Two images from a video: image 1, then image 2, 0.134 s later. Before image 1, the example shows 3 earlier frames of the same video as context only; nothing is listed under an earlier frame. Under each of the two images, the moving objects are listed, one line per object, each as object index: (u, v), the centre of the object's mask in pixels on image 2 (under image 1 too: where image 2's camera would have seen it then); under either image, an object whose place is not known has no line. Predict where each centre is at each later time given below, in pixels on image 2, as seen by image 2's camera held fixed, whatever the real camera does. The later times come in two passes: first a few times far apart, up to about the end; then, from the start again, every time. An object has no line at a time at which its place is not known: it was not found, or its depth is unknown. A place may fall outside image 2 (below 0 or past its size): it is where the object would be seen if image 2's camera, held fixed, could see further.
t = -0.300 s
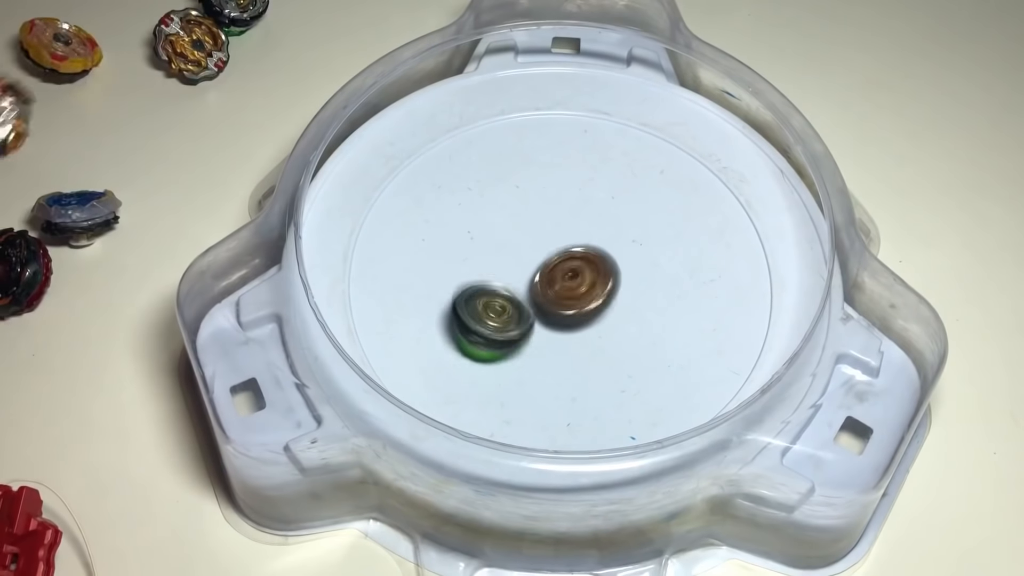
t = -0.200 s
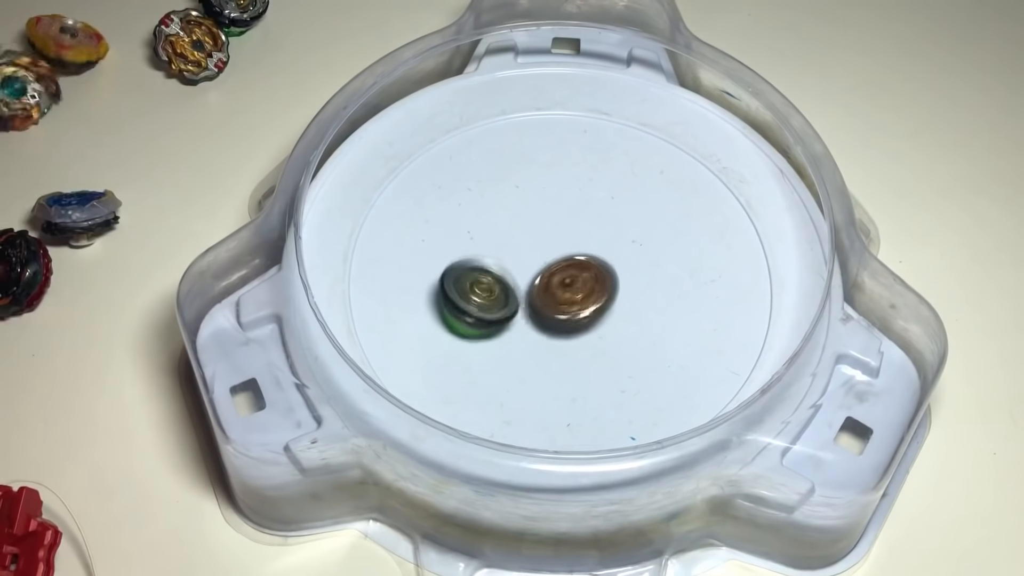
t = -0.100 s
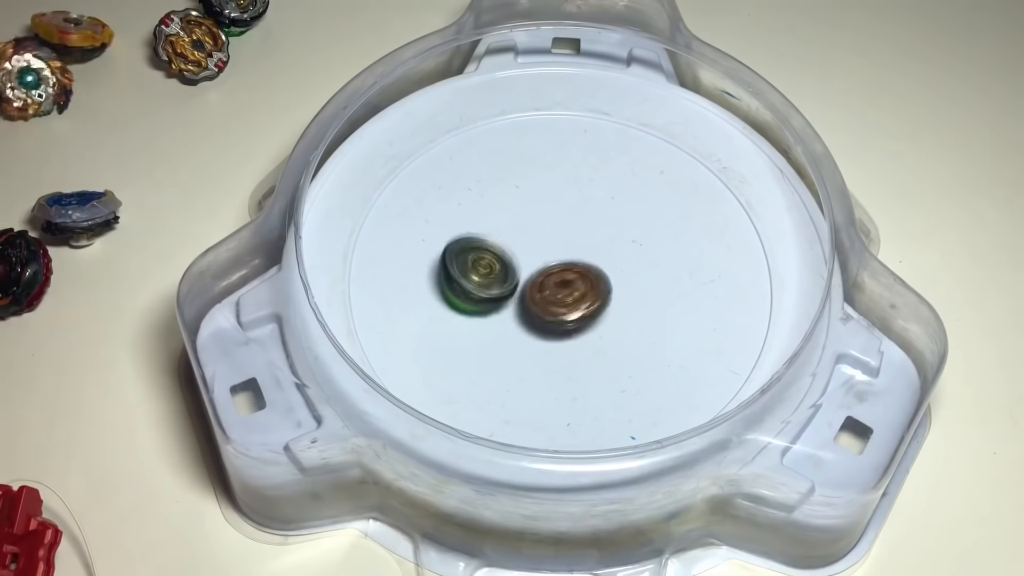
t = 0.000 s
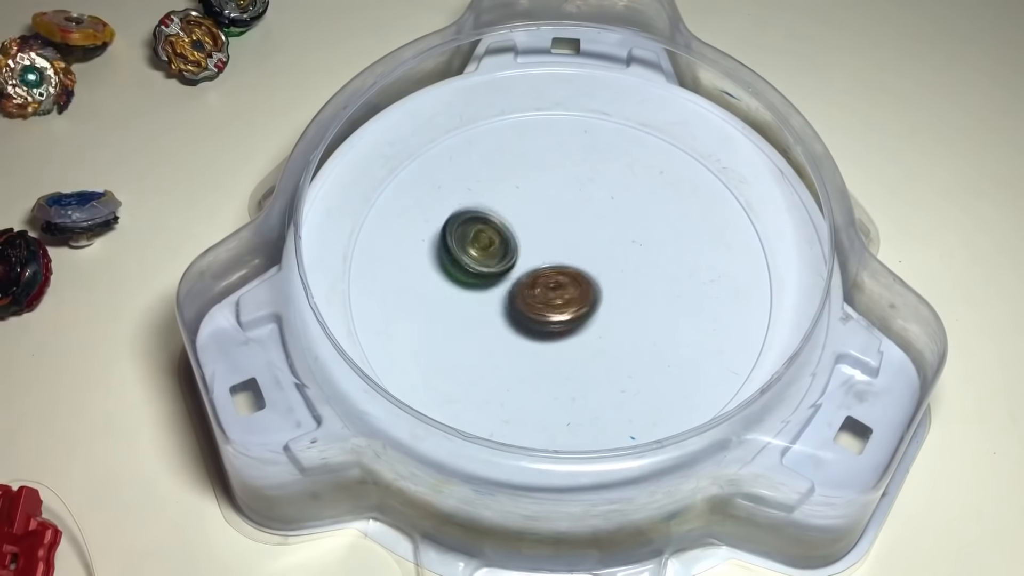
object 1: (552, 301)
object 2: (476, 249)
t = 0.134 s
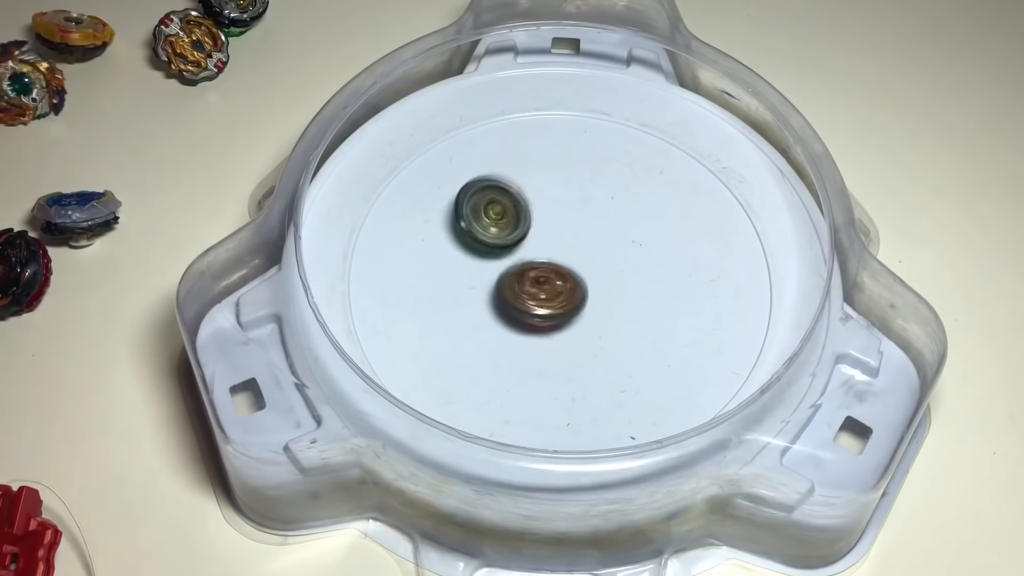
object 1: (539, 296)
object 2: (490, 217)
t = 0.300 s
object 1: (531, 282)
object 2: (529, 194)
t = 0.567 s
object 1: (526, 275)
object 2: (606, 196)
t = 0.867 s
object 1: (548, 281)
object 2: (666, 278)
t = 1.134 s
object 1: (562, 288)
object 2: (686, 354)
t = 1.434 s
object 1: (563, 287)
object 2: (566, 363)
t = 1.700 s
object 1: (569, 274)
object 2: (457, 309)
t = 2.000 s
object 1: (567, 274)
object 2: (466, 223)
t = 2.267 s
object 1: (565, 279)
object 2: (562, 195)
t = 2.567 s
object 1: (560, 280)
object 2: (660, 232)
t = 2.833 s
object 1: (560, 280)
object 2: (660, 324)
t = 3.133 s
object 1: (563, 278)
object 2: (552, 371)
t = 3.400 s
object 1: (564, 282)
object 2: (468, 312)
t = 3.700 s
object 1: (562, 283)
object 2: (489, 217)
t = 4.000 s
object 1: (562, 282)
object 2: (598, 201)
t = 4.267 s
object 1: (565, 281)
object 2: (666, 264)
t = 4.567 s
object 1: (567, 282)
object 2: (617, 351)
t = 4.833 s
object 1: (564, 283)
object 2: (497, 343)
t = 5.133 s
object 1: (563, 280)
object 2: (465, 258)
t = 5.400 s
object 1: (573, 286)
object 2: (538, 203)
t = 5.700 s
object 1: (567, 283)
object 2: (642, 235)
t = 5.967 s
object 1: (563, 280)
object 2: (652, 325)
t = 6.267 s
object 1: (565, 279)
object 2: (531, 354)
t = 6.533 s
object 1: (565, 280)
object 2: (464, 278)
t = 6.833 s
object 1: (565, 284)
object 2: (524, 210)
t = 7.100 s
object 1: (563, 288)
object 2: (611, 197)
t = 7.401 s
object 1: (558, 283)
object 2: (652, 270)
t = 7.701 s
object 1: (555, 282)
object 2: (677, 326)
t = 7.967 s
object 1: (550, 275)
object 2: (602, 341)
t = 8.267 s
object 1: (548, 272)
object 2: (603, 344)
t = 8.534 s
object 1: (548, 275)
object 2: (593, 340)
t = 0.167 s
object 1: (537, 294)
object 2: (496, 211)
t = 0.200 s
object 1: (536, 291)
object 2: (503, 206)
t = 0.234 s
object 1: (534, 288)
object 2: (512, 200)
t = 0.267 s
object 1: (532, 285)
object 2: (520, 197)
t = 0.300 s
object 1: (531, 282)
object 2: (529, 194)
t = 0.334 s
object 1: (530, 279)
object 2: (538, 193)
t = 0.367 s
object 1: (530, 276)
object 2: (545, 196)
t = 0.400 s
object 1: (530, 272)
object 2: (554, 197)
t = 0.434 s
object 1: (529, 271)
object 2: (565, 197)
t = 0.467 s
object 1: (525, 273)
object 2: (579, 192)
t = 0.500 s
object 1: (524, 274)
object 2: (589, 192)
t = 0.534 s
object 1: (524, 274)
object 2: (598, 194)
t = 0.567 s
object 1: (526, 275)
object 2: (606, 196)
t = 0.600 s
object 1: (527, 276)
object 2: (612, 202)
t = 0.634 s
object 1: (531, 278)
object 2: (617, 209)
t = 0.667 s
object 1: (534, 279)
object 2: (622, 217)
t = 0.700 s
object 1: (538, 279)
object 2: (626, 226)
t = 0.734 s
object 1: (542, 279)
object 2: (630, 236)
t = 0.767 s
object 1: (547, 280)
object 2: (634, 247)
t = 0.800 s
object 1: (551, 280)
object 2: (639, 258)
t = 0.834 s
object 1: (549, 281)
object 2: (654, 267)
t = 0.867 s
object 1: (548, 281)
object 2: (666, 278)
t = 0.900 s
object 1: (549, 282)
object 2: (679, 290)
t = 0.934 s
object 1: (550, 283)
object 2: (687, 300)
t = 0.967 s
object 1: (551, 283)
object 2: (694, 312)
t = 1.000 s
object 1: (553, 284)
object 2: (698, 322)
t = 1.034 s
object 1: (555, 285)
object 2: (699, 331)
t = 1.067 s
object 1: (558, 286)
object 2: (697, 340)
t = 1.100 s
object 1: (560, 287)
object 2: (692, 348)
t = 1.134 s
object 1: (562, 288)
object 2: (686, 354)
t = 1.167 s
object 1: (563, 289)
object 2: (677, 358)
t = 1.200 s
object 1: (564, 290)
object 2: (666, 362)
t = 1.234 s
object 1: (564, 290)
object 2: (656, 366)
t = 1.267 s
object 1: (564, 290)
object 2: (642, 368)
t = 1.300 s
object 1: (564, 290)
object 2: (630, 368)
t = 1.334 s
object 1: (564, 289)
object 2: (614, 368)
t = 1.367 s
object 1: (563, 289)
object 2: (598, 367)
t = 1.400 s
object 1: (563, 288)
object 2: (582, 366)
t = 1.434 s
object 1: (563, 287)
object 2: (566, 363)
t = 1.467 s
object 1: (564, 285)
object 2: (549, 359)
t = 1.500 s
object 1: (565, 283)
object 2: (532, 356)
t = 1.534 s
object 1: (567, 279)
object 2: (517, 352)
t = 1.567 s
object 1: (568, 277)
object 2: (503, 346)
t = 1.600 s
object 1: (568, 275)
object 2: (488, 338)
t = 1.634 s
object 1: (568, 274)
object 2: (476, 331)
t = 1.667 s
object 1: (569, 274)
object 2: (465, 320)
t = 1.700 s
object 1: (569, 274)
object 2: (457, 309)
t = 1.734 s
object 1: (569, 273)
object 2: (451, 298)
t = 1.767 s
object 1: (569, 274)
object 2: (446, 288)
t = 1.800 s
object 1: (569, 274)
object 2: (444, 278)
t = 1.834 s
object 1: (569, 274)
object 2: (445, 266)
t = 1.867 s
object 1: (569, 274)
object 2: (445, 258)
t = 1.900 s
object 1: (568, 274)
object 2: (448, 248)
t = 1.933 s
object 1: (568, 274)
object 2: (453, 239)
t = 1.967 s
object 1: (567, 274)
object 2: (459, 231)
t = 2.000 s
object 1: (567, 274)
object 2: (466, 223)
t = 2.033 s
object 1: (567, 275)
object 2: (476, 217)
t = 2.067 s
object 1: (567, 275)
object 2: (485, 212)
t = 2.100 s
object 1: (566, 276)
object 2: (496, 205)
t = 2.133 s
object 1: (566, 276)
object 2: (509, 202)
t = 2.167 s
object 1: (566, 277)
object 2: (522, 200)
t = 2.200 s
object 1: (565, 278)
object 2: (535, 196)
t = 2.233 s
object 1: (565, 279)
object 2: (549, 196)
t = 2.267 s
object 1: (565, 279)
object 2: (562, 195)
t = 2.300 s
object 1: (564, 279)
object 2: (576, 195)
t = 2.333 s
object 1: (564, 279)
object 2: (589, 197)
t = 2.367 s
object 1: (563, 280)
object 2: (602, 199)
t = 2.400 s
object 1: (562, 280)
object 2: (614, 202)
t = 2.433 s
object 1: (562, 280)
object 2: (625, 206)
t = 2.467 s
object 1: (561, 280)
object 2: (636, 211)
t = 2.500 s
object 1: (561, 280)
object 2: (645, 218)
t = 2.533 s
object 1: (561, 280)
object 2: (652, 225)
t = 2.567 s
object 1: (560, 280)
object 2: (660, 232)
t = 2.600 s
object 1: (560, 280)
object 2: (665, 242)
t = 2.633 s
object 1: (560, 280)
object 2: (668, 254)
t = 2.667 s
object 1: (560, 280)
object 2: (671, 263)
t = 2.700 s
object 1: (560, 280)
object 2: (672, 275)
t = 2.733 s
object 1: (560, 280)
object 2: (671, 290)
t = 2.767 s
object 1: (560, 280)
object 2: (669, 300)
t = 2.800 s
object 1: (560, 280)
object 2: (665, 312)
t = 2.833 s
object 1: (560, 280)
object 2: (660, 324)
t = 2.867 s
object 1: (561, 279)
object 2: (651, 334)
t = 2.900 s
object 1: (561, 279)
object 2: (642, 344)
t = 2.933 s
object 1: (561, 279)
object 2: (632, 351)
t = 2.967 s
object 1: (562, 279)
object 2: (620, 358)
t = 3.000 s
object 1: (562, 278)
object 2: (607, 364)
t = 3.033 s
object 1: (561, 279)
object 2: (594, 368)
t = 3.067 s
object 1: (562, 278)
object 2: (581, 371)
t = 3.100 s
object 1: (562, 278)
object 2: (566, 372)
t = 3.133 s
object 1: (563, 278)
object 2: (552, 371)
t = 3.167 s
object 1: (563, 279)
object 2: (539, 370)
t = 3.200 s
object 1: (563, 279)
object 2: (527, 365)
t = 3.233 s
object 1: (563, 279)
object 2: (513, 359)
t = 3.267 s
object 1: (564, 280)
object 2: (499, 352)
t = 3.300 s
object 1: (564, 280)
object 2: (488, 343)
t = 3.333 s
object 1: (564, 281)
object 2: (480, 333)
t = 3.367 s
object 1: (564, 281)
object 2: (474, 323)
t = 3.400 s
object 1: (564, 282)
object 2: (468, 312)
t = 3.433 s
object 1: (564, 282)
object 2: (463, 299)
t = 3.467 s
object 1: (564, 283)
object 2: (461, 288)
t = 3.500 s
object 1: (564, 283)
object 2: (461, 277)
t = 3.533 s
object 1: (563, 283)
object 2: (462, 265)
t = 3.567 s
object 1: (563, 283)
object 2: (464, 253)
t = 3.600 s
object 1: (563, 284)
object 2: (469, 243)
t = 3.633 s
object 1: (562, 283)
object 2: (475, 233)
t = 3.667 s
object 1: (562, 283)
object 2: (481, 225)
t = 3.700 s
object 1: (562, 283)
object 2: (489, 217)
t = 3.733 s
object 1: (561, 284)
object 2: (498, 209)
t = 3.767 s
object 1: (561, 283)
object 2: (509, 204)
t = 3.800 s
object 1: (561, 283)
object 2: (522, 199)
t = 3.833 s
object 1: (561, 283)
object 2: (533, 197)
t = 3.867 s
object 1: (561, 283)
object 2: (545, 196)
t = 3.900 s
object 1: (561, 282)
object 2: (558, 196)
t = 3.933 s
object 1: (562, 282)
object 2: (572, 197)
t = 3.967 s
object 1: (562, 282)
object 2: (585, 199)
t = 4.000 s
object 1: (562, 282)
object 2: (598, 201)
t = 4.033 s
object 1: (562, 282)
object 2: (611, 205)
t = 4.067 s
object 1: (562, 282)
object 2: (623, 211)
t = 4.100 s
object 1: (563, 281)
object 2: (632, 217)
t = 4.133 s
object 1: (563, 281)
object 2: (641, 225)
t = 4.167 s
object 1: (563, 281)
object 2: (649, 233)
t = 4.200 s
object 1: (564, 281)
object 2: (656, 243)
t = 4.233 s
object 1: (565, 281)
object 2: (661, 253)
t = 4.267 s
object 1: (565, 281)
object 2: (666, 264)
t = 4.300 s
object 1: (565, 281)
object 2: (668, 275)
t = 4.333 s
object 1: (566, 281)
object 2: (668, 287)
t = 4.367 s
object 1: (566, 281)
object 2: (667, 298)
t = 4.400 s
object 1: (566, 281)
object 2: (664, 309)
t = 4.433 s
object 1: (567, 281)
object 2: (658, 320)
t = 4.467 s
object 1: (566, 282)
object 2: (650, 330)
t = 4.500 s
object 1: (567, 282)
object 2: (641, 338)
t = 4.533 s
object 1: (567, 282)
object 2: (630, 346)
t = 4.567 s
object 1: (567, 282)
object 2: (617, 351)
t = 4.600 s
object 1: (566, 283)
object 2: (604, 356)
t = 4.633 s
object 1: (566, 282)
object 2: (589, 360)
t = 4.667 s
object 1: (566, 281)
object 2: (573, 360)
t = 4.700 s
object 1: (566, 282)
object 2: (557, 362)
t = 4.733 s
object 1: (566, 282)
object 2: (542, 359)
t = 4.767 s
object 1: (565, 282)
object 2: (526, 355)
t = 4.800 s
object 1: (565, 282)
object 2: (511, 349)
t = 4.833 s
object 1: (564, 283)
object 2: (497, 343)
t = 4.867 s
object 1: (564, 283)
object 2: (486, 334)
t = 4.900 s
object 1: (563, 283)
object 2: (476, 326)
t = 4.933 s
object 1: (563, 282)
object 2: (470, 316)
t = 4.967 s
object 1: (563, 281)
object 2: (464, 307)
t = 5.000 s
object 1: (563, 282)
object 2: (462, 297)
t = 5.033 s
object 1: (563, 281)
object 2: (460, 288)
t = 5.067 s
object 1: (563, 281)
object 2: (459, 278)
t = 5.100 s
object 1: (563, 280)
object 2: (462, 267)
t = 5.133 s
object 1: (563, 280)
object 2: (465, 258)
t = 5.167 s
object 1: (564, 280)
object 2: (470, 251)
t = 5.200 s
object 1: (564, 279)
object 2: (478, 242)
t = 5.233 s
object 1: (564, 279)
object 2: (486, 235)
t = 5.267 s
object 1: (565, 279)
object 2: (495, 227)
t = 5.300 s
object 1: (567, 280)
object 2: (504, 220)
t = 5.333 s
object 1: (571, 283)
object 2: (515, 213)
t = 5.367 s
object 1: (573, 285)
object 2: (526, 207)
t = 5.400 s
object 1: (573, 286)
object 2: (538, 203)
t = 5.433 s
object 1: (573, 286)
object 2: (549, 200)
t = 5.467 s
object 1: (573, 286)
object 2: (562, 200)
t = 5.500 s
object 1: (573, 286)
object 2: (575, 201)
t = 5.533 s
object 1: (573, 285)
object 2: (587, 202)
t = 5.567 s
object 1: (573, 285)
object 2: (598, 206)
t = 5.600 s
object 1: (572, 284)
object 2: (611, 210)
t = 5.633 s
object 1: (572, 284)
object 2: (620, 216)
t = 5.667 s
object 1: (570, 283)
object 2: (630, 226)
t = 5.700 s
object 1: (567, 283)
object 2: (642, 235)
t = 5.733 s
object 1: (567, 283)
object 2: (648, 245)
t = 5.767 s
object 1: (567, 282)
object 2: (655, 256)
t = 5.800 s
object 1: (566, 282)
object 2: (661, 269)
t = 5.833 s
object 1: (565, 282)
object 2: (664, 280)
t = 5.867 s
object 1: (564, 281)
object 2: (665, 292)
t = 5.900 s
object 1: (564, 281)
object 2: (662, 305)
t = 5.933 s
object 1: (563, 281)
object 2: (659, 314)
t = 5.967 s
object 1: (563, 280)
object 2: (652, 325)
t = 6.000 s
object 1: (562, 280)
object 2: (642, 336)
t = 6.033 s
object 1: (563, 280)
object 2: (633, 343)
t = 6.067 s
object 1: (563, 279)
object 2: (620, 350)
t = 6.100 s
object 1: (563, 279)
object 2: (606, 356)
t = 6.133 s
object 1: (563, 279)
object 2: (592, 359)
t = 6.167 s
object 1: (563, 279)
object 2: (576, 361)
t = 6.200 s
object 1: (564, 279)
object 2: (562, 361)
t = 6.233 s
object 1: (564, 279)
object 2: (548, 359)
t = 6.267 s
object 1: (565, 279)
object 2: (531, 354)
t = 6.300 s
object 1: (565, 279)
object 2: (519, 347)
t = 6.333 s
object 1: (565, 279)
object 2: (507, 341)
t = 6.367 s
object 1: (565, 279)
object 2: (494, 331)
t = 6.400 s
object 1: (565, 280)
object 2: (486, 323)
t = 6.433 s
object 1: (565, 280)
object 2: (477, 311)
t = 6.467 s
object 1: (565, 280)
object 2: (471, 300)
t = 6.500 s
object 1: (565, 280)
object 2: (469, 291)
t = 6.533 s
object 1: (565, 280)
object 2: (464, 278)
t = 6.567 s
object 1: (565, 280)
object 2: (466, 270)
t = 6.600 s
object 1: (565, 281)
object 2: (468, 258)
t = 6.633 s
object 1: (565, 281)
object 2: (471, 250)
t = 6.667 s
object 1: (565, 281)
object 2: (477, 241)
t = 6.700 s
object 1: (565, 281)
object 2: (483, 234)
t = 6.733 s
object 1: (564, 281)
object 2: (493, 228)
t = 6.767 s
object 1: (564, 281)
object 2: (502, 221)
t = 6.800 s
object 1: (565, 281)
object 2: (513, 217)
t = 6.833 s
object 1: (565, 284)
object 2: (524, 210)
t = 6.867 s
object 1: (565, 286)
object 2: (536, 206)
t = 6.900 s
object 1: (565, 288)
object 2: (549, 202)
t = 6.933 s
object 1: (565, 288)
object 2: (561, 200)
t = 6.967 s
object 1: (564, 288)
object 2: (573, 197)
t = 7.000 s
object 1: (563, 288)
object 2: (584, 196)
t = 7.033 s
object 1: (563, 289)
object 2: (594, 195)
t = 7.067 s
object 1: (563, 288)
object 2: (603, 195)
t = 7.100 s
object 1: (563, 288)
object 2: (611, 197)
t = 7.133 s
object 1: (563, 287)
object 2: (619, 198)
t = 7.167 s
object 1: (563, 287)
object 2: (625, 203)
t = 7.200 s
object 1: (563, 286)
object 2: (630, 206)
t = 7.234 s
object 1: (563, 286)
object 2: (634, 214)
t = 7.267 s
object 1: (563, 286)
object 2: (637, 223)
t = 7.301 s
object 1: (563, 285)
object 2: (641, 232)
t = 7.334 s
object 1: (563, 285)
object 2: (641, 244)
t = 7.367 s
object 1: (563, 284)
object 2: (644, 254)
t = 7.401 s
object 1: (558, 283)
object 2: (652, 270)
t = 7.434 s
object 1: (554, 282)
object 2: (658, 283)
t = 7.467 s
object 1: (552, 281)
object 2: (666, 294)
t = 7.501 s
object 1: (552, 280)
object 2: (673, 306)
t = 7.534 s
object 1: (552, 280)
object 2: (677, 315)
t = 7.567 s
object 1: (553, 280)
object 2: (679, 319)
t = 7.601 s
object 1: (553, 280)
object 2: (681, 322)
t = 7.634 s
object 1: (554, 281)
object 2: (682, 324)
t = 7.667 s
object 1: (555, 281)
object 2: (680, 326)
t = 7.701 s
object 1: (555, 282)
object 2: (677, 326)
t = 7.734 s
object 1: (555, 283)
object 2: (673, 325)
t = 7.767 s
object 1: (555, 283)
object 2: (667, 325)
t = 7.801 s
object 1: (555, 284)
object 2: (660, 325)
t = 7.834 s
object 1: (555, 284)
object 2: (648, 326)
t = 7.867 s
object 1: (555, 284)
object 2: (634, 327)
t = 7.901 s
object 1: (553, 281)
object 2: (620, 330)
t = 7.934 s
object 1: (551, 279)
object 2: (609, 335)
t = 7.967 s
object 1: (550, 275)
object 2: (602, 341)
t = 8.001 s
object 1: (549, 271)
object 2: (598, 347)
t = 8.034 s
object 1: (550, 270)
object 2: (596, 351)
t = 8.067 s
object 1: (550, 270)
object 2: (596, 354)
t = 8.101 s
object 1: (550, 270)
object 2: (596, 355)
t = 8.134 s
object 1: (549, 271)
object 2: (597, 354)
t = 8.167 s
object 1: (549, 271)
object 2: (597, 353)
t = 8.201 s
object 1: (549, 271)
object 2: (599, 350)
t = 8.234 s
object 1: (549, 271)
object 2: (601, 347)
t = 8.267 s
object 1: (548, 272)
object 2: (603, 344)
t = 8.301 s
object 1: (549, 272)
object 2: (606, 342)
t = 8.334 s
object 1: (548, 272)
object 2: (608, 341)
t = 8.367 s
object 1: (549, 272)
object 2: (609, 340)
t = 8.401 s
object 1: (549, 273)
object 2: (608, 340)
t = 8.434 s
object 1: (549, 273)
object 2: (606, 339)
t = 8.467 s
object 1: (549, 274)
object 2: (602, 339)
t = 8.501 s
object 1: (549, 275)
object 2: (597, 339)
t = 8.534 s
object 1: (548, 275)
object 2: (593, 340)
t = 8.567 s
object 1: (548, 275)
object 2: (589, 342)
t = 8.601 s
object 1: (548, 276)
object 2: (587, 344)
